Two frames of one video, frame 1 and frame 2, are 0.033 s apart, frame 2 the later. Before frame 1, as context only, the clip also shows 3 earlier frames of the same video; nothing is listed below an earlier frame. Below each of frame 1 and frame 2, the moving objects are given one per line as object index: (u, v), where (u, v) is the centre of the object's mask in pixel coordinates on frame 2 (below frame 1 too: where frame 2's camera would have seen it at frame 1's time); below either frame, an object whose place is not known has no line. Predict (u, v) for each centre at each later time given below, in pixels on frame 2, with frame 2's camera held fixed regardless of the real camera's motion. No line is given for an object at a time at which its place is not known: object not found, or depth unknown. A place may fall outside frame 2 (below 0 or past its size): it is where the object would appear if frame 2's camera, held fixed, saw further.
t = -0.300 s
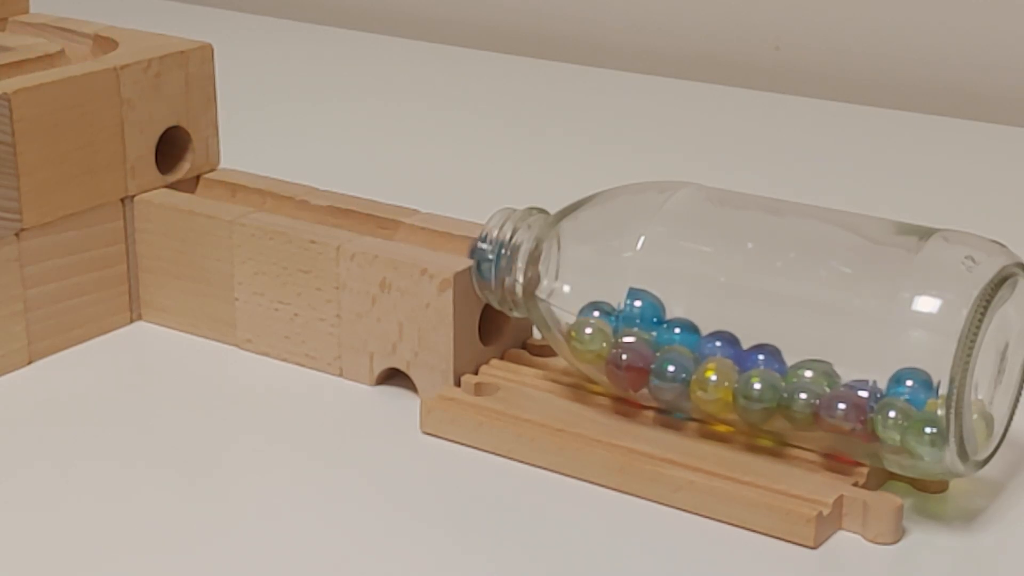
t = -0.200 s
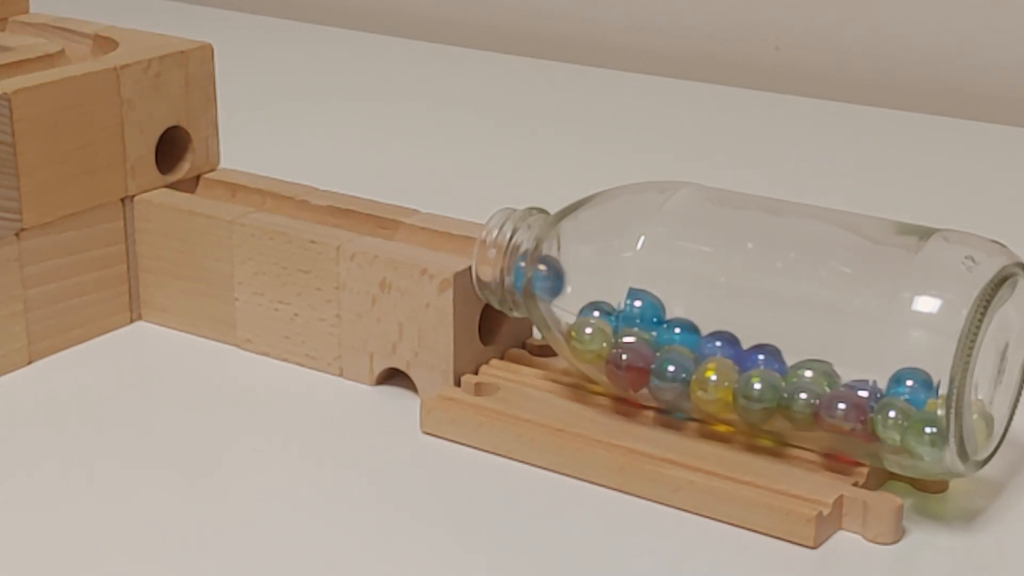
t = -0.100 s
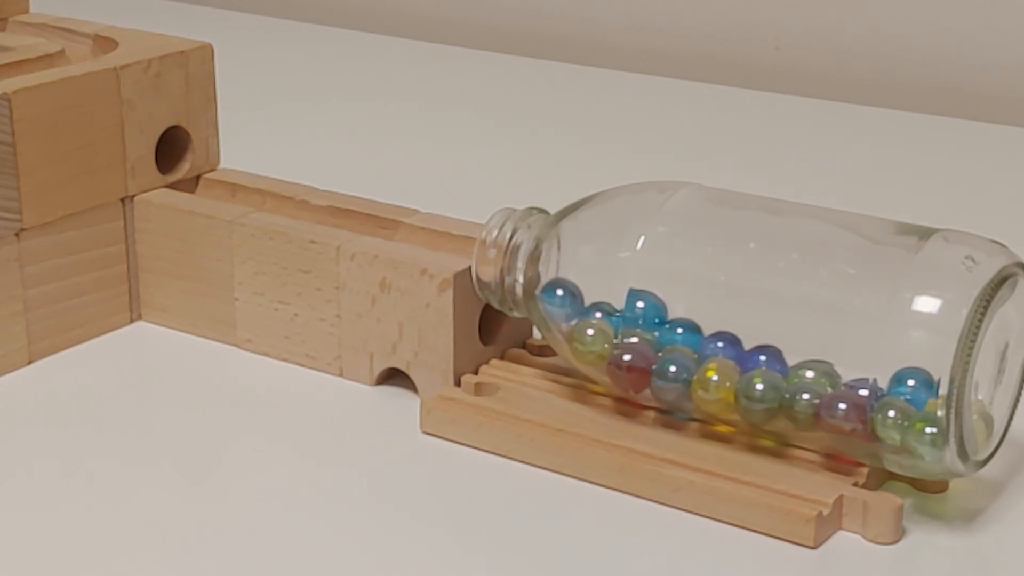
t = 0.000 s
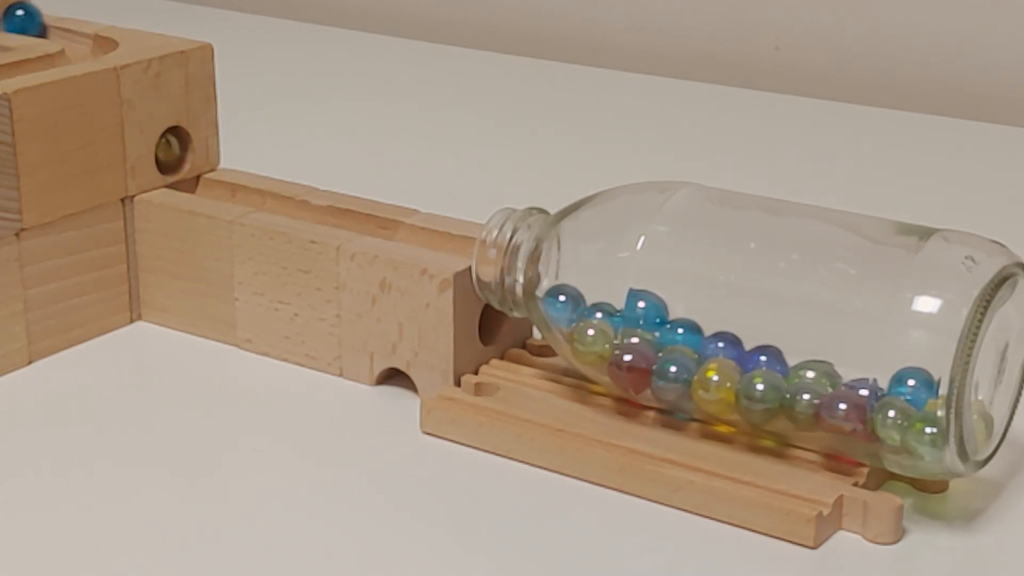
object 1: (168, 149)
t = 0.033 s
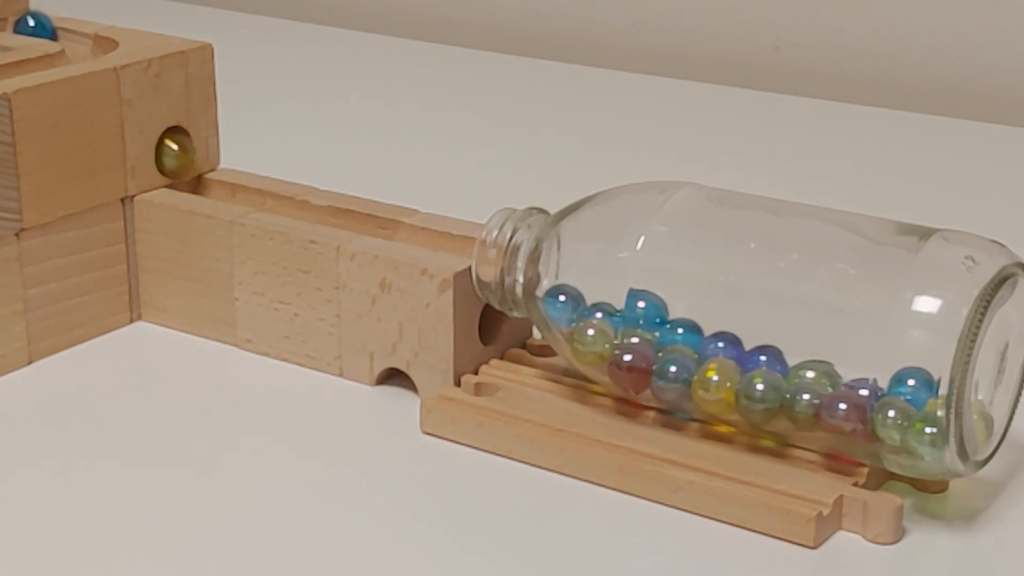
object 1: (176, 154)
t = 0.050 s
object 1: (180, 162)
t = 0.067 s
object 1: (192, 176)
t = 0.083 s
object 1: (207, 181)
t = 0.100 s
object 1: (219, 186)
